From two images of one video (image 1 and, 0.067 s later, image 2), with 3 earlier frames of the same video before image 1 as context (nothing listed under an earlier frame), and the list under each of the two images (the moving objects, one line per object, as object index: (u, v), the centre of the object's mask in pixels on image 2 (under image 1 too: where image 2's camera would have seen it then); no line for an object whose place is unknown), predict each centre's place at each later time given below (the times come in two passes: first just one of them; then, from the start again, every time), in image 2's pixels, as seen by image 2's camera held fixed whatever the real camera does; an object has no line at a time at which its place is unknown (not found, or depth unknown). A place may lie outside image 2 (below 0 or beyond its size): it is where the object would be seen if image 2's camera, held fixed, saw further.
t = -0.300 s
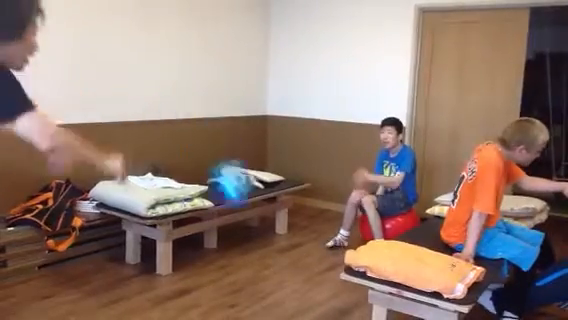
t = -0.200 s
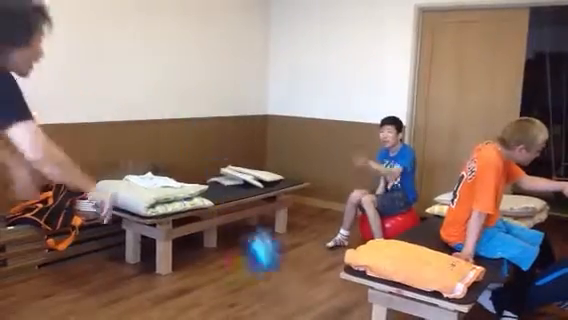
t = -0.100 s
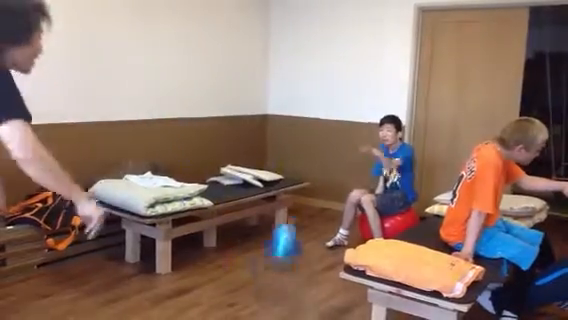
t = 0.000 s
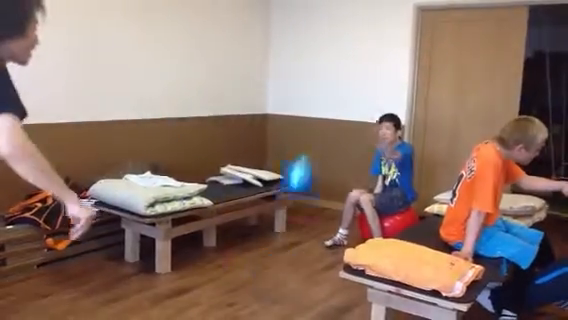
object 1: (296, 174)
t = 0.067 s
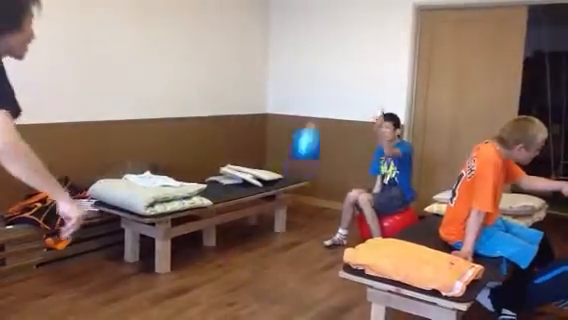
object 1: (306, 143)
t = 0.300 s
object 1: (333, 92)
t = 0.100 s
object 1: (311, 132)
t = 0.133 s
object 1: (315, 121)
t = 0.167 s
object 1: (320, 110)
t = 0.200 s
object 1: (323, 102)
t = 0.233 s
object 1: (327, 97)
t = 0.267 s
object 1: (330, 94)
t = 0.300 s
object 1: (333, 92)
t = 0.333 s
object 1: (336, 91)
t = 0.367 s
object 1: (338, 92)
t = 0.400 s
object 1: (340, 93)
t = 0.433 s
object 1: (342, 97)
